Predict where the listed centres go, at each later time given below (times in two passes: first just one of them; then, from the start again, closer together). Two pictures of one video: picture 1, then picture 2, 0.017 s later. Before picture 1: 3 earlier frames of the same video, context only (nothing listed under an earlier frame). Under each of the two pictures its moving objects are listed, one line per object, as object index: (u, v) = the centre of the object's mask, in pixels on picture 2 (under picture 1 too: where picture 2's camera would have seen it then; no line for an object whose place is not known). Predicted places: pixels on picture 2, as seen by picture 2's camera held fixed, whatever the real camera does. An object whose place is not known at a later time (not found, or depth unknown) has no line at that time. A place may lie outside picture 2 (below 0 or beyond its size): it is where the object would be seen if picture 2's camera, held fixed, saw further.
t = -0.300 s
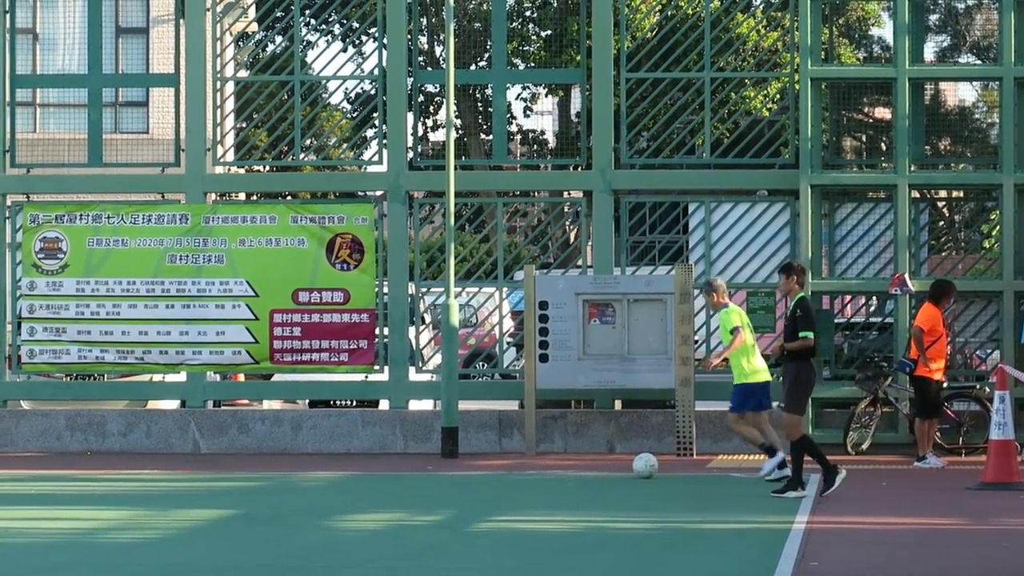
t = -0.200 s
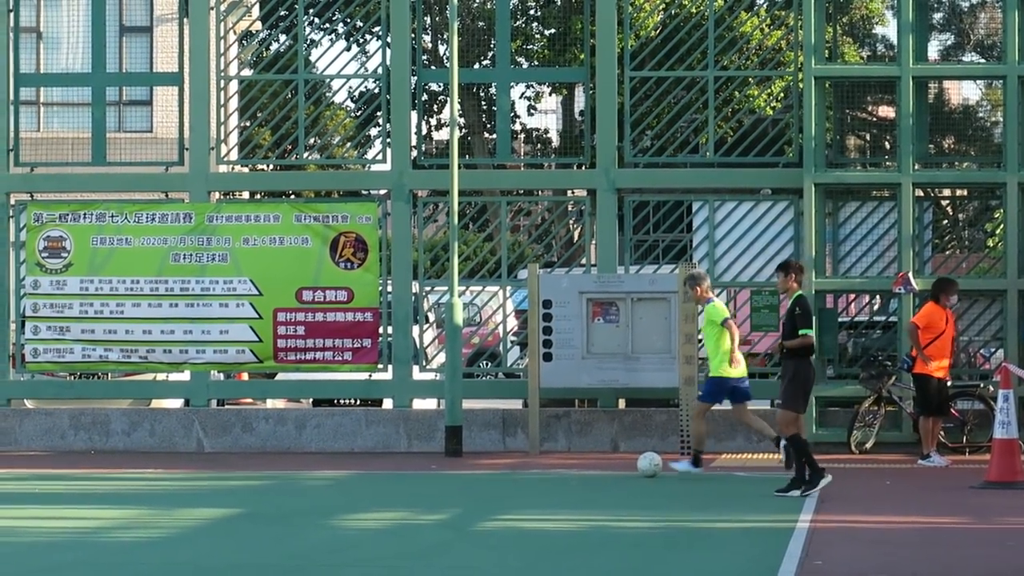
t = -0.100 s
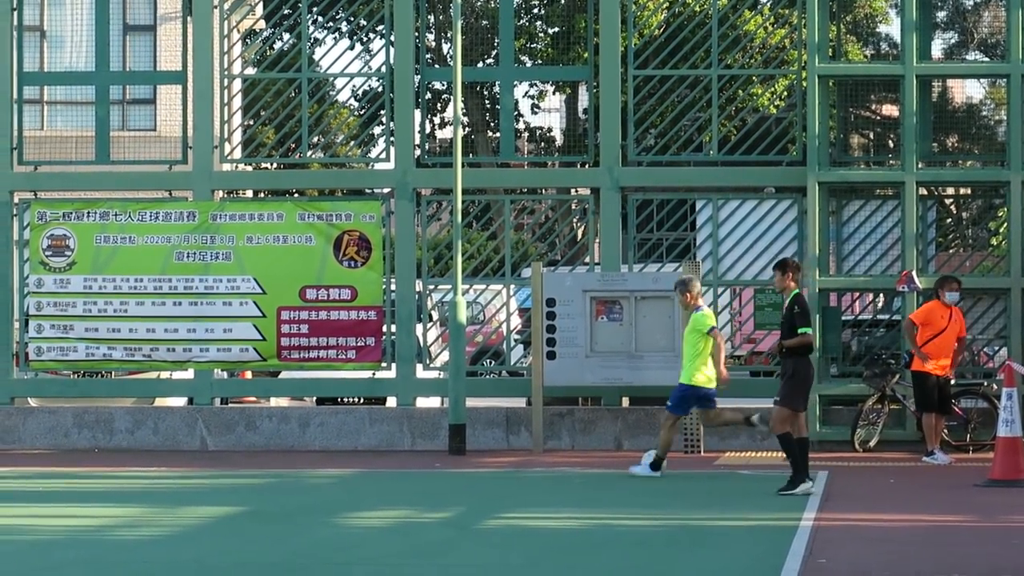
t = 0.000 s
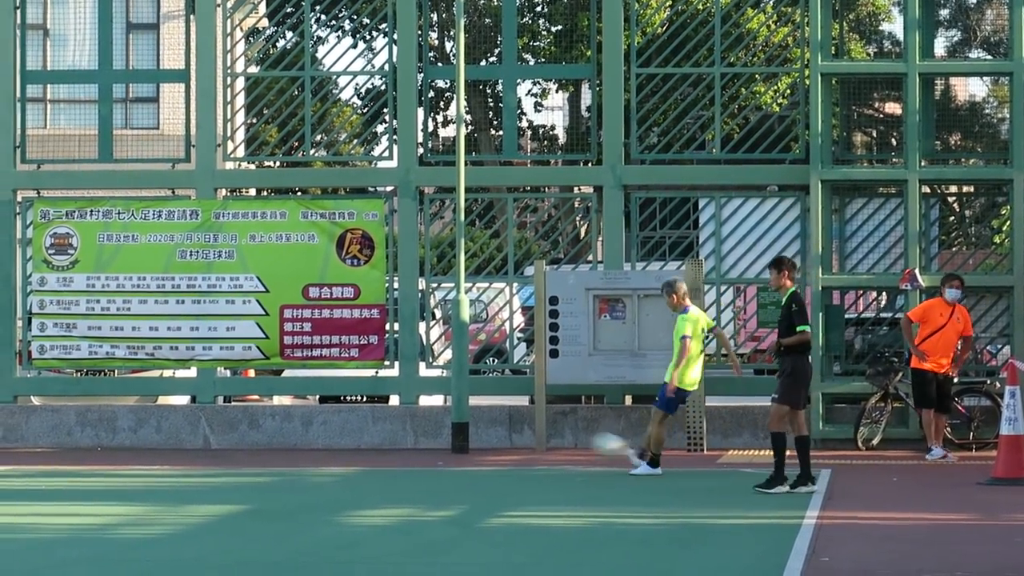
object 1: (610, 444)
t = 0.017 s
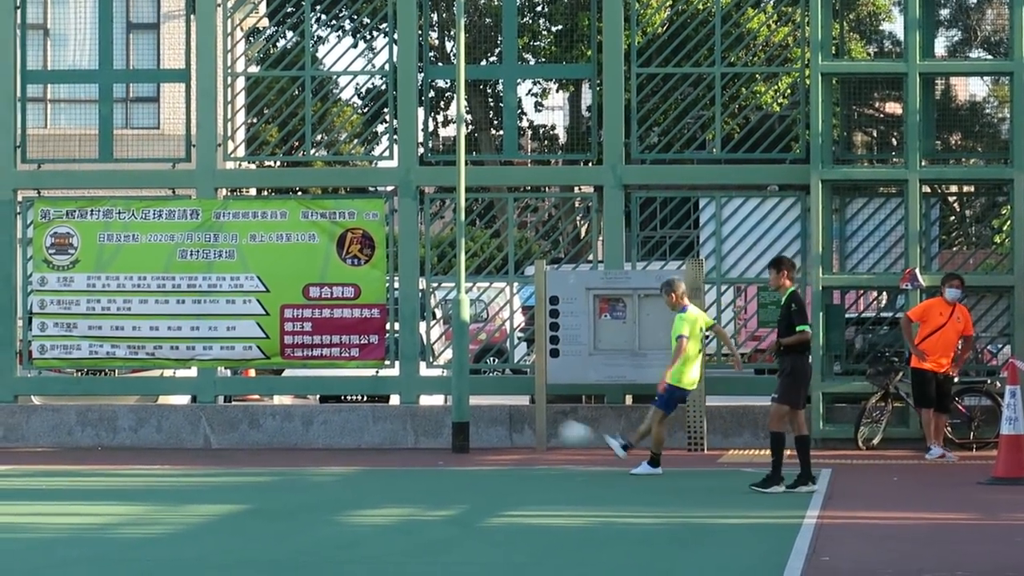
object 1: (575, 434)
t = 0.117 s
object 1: (384, 375)
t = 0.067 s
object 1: (476, 402)
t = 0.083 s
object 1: (446, 393)
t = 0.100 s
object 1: (412, 383)
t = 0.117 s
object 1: (384, 375)
